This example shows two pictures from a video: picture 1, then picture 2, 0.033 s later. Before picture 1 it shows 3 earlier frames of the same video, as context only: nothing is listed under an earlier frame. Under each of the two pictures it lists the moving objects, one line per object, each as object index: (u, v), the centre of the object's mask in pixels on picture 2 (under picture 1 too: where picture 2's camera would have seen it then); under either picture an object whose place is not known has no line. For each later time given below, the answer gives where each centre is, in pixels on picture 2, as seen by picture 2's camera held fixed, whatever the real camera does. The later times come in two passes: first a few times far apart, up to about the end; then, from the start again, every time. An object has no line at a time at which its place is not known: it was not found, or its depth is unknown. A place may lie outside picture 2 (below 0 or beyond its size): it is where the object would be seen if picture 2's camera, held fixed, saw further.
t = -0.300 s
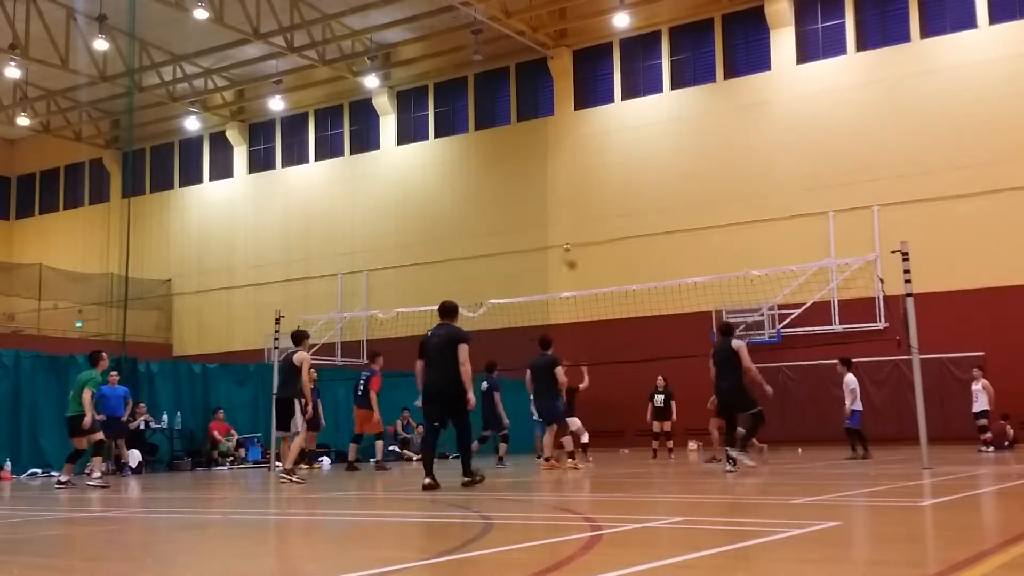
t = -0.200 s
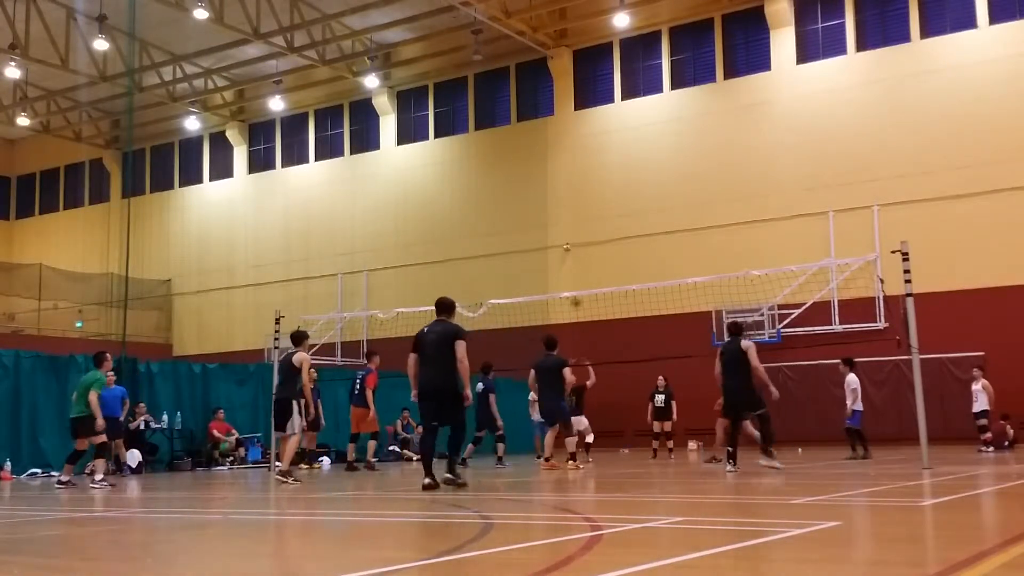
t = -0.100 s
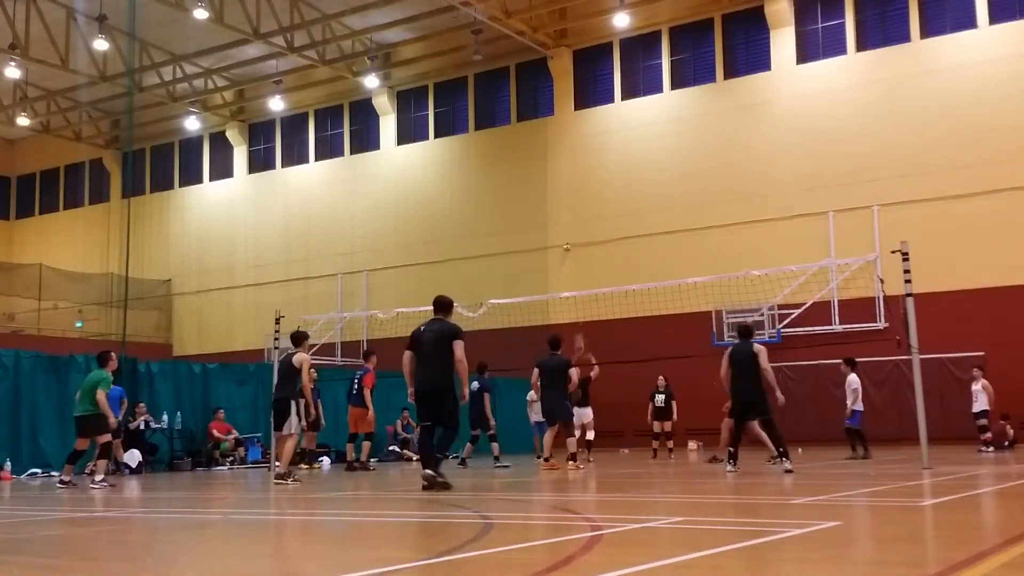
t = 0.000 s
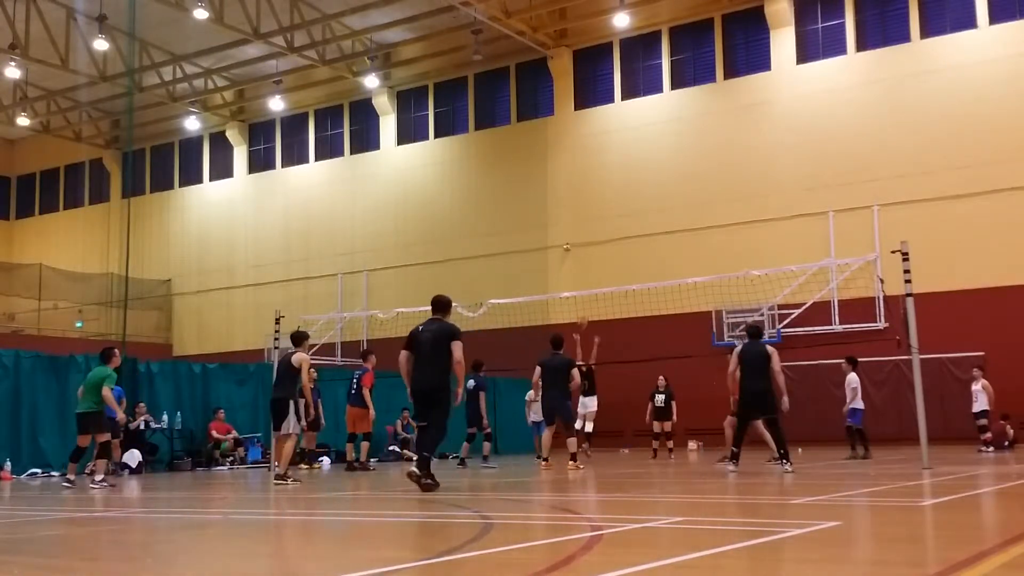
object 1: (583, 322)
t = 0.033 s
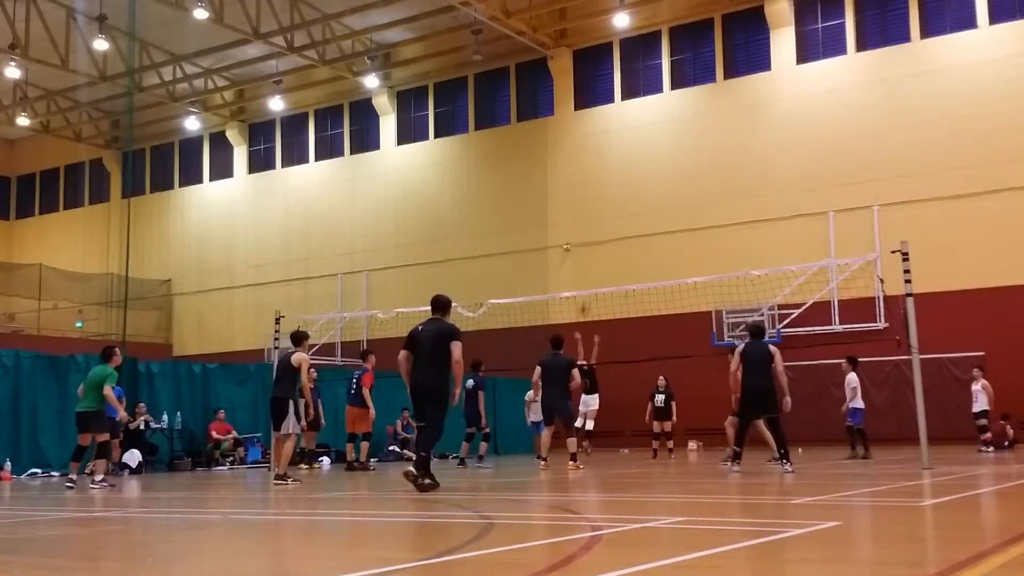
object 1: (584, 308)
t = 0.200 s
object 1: (586, 251)
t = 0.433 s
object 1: (593, 200)
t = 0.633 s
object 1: (599, 177)
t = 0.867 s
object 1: (606, 180)
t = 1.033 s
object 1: (611, 202)
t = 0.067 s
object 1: (584, 299)
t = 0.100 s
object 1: (585, 285)
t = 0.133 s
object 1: (585, 271)
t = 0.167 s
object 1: (586, 262)
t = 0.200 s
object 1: (586, 251)
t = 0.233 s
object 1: (587, 243)
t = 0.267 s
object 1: (589, 235)
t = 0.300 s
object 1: (590, 227)
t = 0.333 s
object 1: (590, 218)
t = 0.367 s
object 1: (591, 212)
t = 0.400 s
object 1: (592, 205)
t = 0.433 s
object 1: (593, 200)
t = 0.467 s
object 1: (593, 194)
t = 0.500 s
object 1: (595, 189)
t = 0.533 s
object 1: (596, 185)
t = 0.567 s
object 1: (597, 181)
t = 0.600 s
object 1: (598, 179)
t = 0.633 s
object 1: (599, 177)
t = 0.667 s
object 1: (599, 176)
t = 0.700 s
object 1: (600, 175)
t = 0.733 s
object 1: (601, 175)
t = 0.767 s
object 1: (603, 175)
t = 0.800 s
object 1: (604, 176)
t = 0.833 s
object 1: (605, 177)
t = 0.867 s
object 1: (606, 180)
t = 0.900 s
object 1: (607, 183)
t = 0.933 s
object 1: (608, 186)
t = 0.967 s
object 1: (610, 191)
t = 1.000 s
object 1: (611, 195)
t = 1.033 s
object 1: (611, 202)
